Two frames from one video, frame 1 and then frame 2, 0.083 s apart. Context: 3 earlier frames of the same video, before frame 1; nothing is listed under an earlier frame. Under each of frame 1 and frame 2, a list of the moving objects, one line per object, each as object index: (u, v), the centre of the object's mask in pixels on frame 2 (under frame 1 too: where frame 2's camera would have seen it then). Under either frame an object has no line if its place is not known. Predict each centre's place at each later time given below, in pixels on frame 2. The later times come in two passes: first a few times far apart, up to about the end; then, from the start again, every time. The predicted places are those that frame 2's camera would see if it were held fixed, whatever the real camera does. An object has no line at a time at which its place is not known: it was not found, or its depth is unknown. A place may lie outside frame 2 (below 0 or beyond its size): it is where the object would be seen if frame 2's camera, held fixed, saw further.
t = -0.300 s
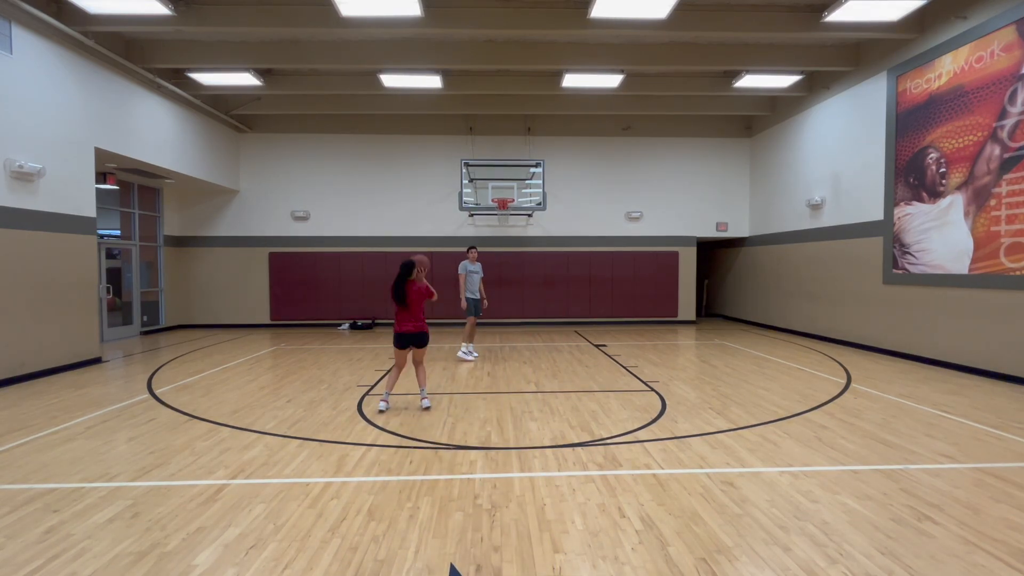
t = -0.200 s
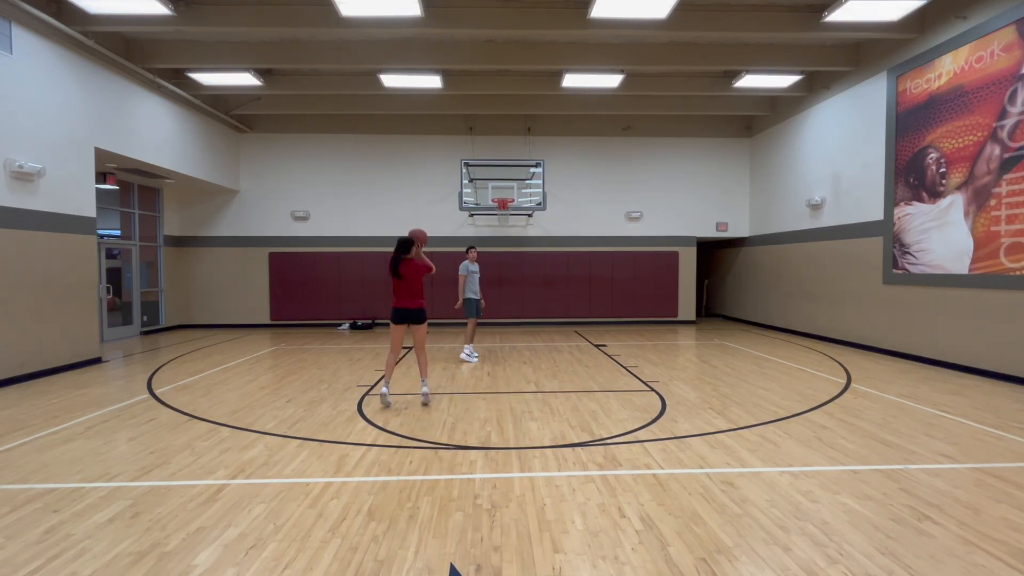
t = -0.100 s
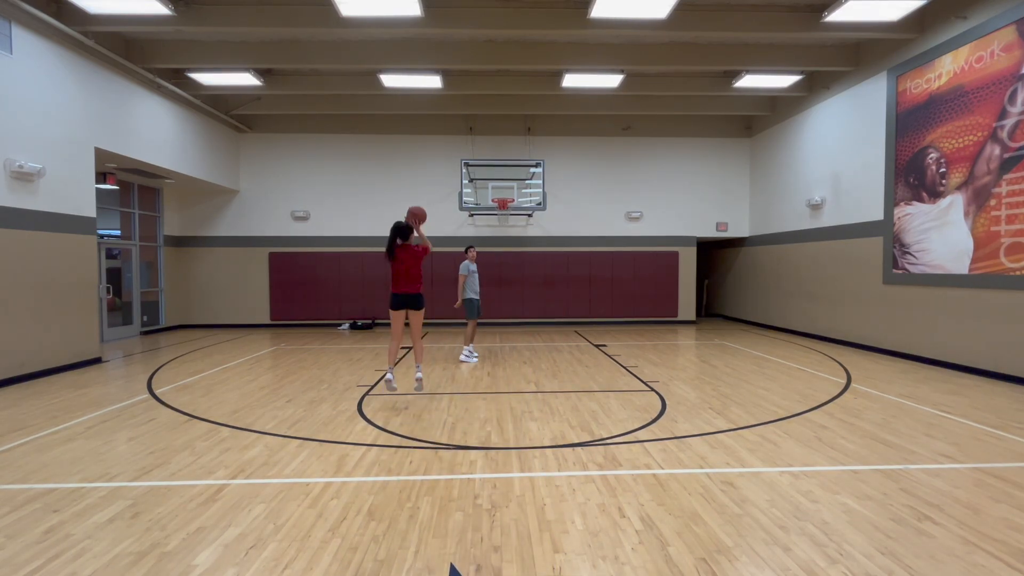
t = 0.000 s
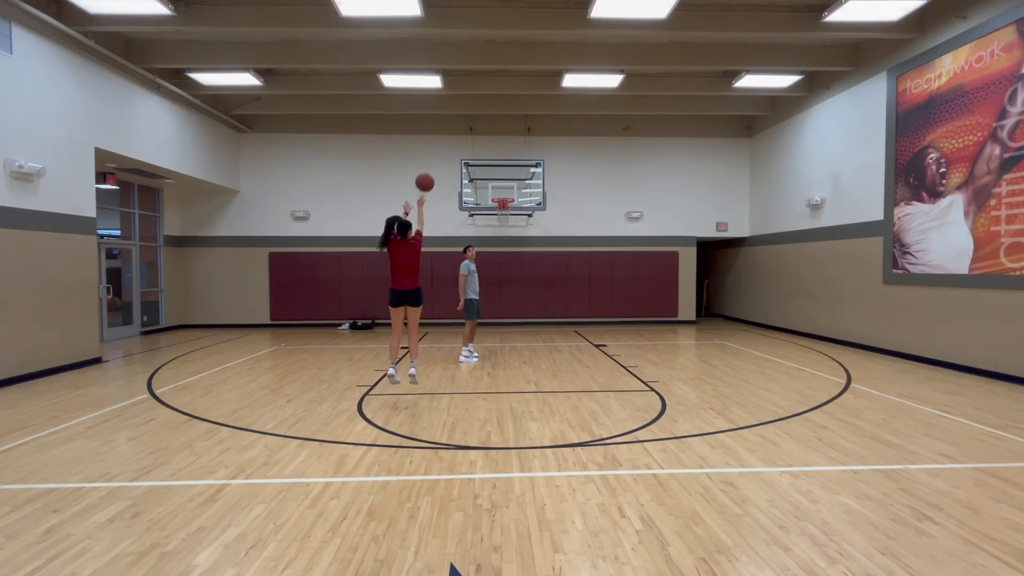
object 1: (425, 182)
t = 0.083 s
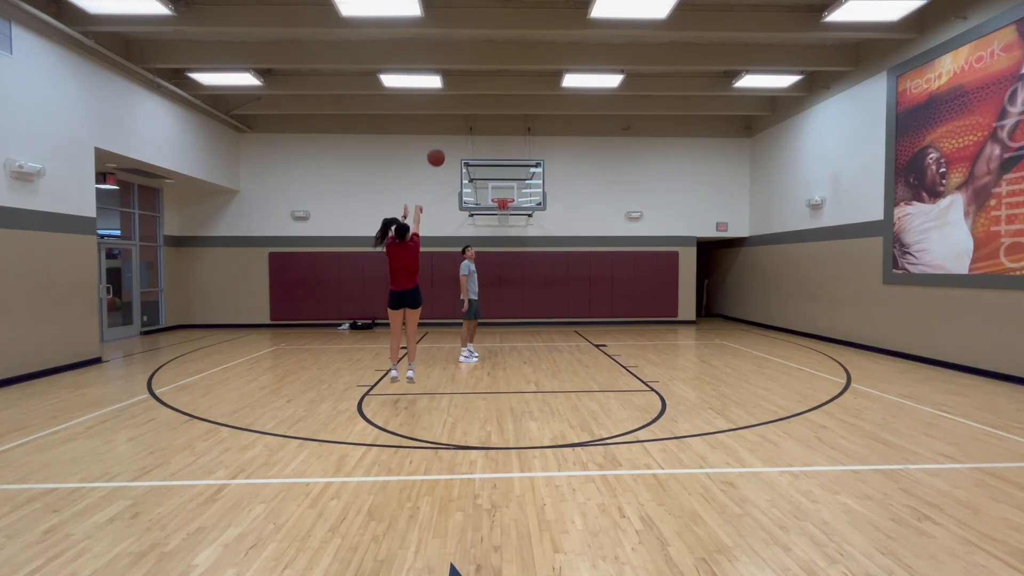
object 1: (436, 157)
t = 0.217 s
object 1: (451, 133)
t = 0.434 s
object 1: (471, 125)
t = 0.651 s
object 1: (487, 142)
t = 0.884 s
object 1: (500, 183)
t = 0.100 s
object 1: (438, 154)
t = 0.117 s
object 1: (440, 150)
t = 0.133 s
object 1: (442, 146)
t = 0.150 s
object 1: (444, 143)
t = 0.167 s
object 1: (446, 140)
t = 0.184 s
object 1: (447, 138)
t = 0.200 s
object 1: (449, 135)
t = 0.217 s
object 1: (451, 133)
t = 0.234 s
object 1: (452, 131)
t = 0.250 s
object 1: (454, 130)
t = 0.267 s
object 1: (456, 128)
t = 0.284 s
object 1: (458, 126)
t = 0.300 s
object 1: (459, 126)
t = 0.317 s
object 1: (461, 125)
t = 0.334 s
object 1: (462, 125)
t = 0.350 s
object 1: (464, 125)
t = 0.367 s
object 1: (466, 124)
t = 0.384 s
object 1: (467, 124)
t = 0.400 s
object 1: (468, 124)
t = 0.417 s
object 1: (470, 124)
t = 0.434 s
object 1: (471, 125)
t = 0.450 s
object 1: (472, 125)
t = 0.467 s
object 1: (474, 126)
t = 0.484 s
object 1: (475, 127)
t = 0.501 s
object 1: (476, 128)
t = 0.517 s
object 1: (477, 129)
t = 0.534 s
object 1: (479, 131)
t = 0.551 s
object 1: (480, 132)
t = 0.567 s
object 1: (481, 134)
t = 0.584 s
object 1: (483, 135)
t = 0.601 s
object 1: (484, 137)
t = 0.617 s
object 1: (485, 139)
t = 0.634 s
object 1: (486, 141)
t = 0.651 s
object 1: (487, 142)
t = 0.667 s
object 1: (488, 145)
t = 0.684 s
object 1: (489, 147)
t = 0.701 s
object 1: (490, 149)
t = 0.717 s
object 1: (491, 152)
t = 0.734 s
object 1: (492, 155)
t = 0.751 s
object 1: (493, 157)
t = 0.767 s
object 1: (494, 160)
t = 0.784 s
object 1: (495, 163)
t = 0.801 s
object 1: (497, 166)
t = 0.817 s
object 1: (497, 169)
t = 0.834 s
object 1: (498, 173)
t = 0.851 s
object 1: (499, 176)
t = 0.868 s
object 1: (500, 179)
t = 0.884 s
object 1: (500, 183)
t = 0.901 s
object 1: (501, 186)
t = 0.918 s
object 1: (502, 190)
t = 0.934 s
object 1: (503, 193)
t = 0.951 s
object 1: (504, 196)
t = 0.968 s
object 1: (505, 200)
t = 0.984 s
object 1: (505, 204)
